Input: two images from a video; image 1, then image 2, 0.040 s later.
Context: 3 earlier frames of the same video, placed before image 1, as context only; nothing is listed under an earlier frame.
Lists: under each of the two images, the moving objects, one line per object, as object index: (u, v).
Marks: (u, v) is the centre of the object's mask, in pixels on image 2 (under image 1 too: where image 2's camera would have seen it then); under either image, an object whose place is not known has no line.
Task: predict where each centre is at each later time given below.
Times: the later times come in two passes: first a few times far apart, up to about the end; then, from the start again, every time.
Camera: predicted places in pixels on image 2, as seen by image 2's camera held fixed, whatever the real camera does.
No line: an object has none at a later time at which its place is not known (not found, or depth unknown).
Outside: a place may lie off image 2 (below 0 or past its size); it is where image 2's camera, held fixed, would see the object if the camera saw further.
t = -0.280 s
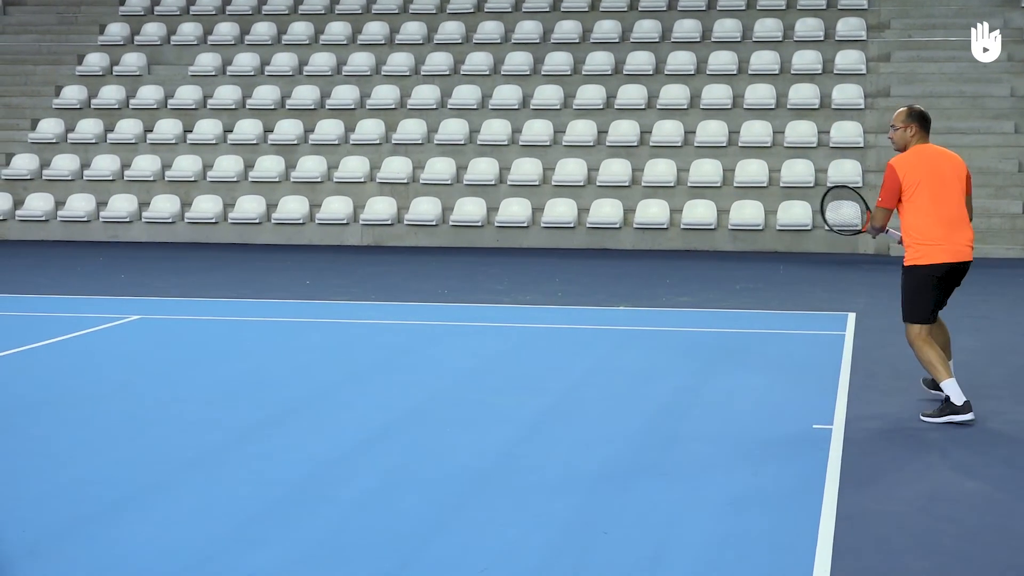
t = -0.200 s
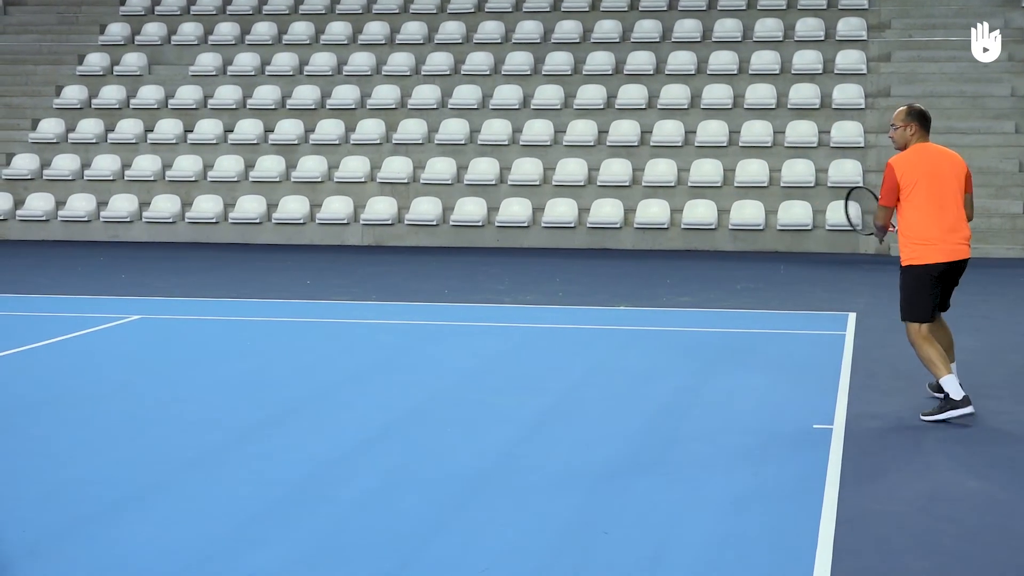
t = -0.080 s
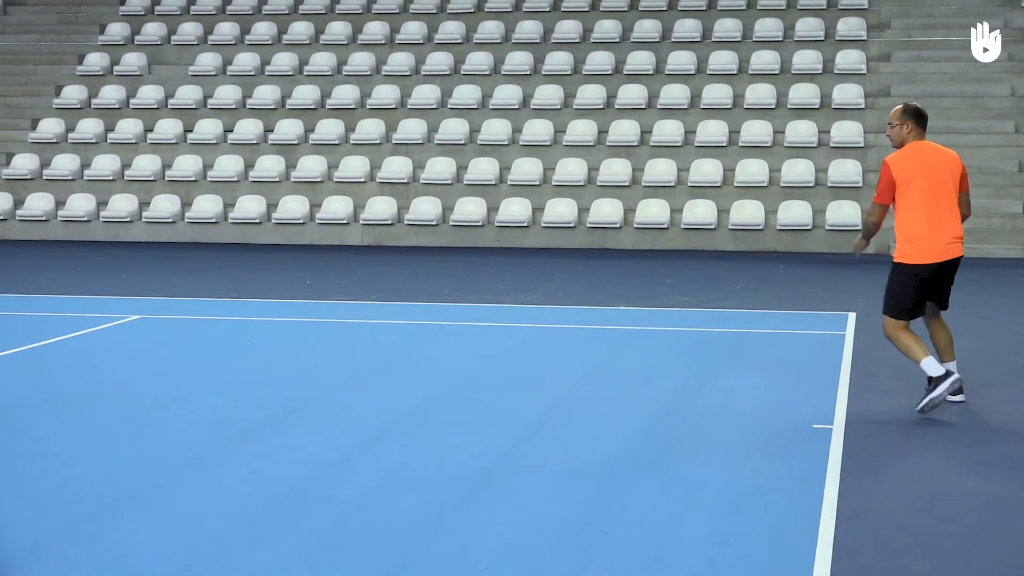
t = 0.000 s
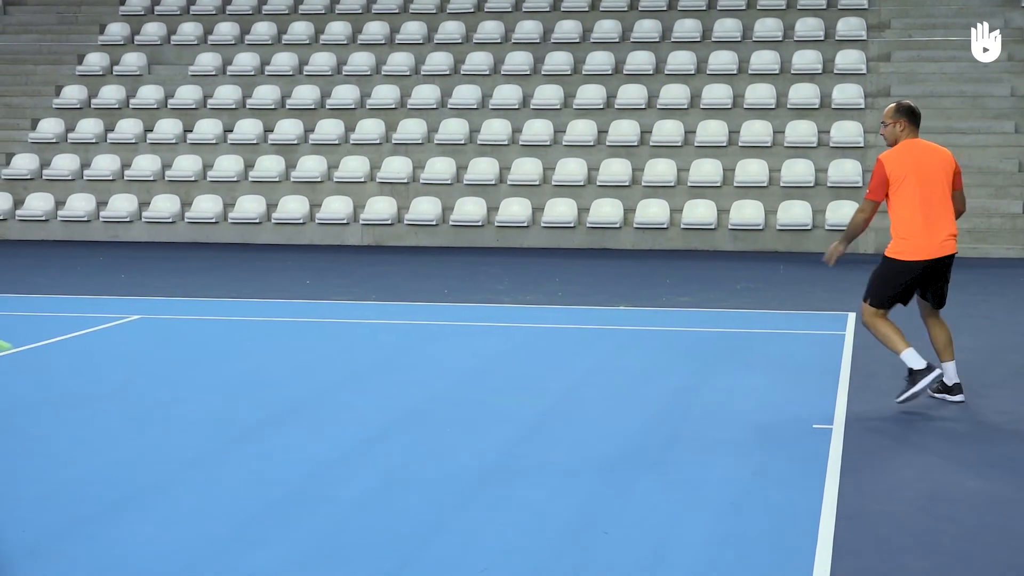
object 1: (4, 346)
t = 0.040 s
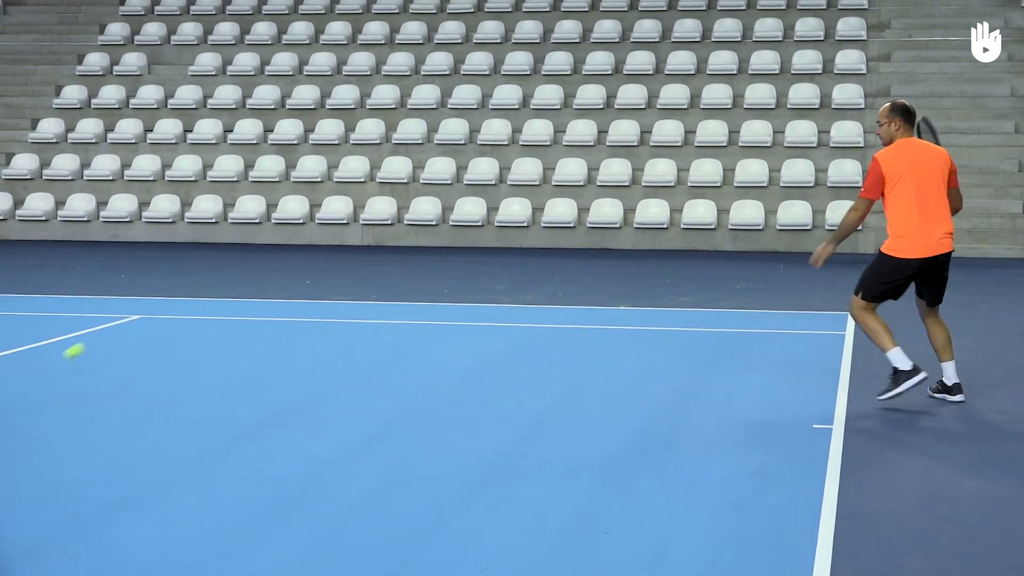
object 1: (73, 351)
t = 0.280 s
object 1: (416, 206)
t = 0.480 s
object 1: (693, 166)
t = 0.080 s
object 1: (132, 319)
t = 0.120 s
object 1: (189, 290)
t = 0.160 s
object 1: (242, 264)
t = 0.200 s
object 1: (303, 242)
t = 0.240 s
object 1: (360, 223)
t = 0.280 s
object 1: (416, 206)
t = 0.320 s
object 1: (474, 191)
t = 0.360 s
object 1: (530, 181)
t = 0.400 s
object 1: (586, 173)
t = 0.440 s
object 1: (639, 168)
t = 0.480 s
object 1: (693, 166)
